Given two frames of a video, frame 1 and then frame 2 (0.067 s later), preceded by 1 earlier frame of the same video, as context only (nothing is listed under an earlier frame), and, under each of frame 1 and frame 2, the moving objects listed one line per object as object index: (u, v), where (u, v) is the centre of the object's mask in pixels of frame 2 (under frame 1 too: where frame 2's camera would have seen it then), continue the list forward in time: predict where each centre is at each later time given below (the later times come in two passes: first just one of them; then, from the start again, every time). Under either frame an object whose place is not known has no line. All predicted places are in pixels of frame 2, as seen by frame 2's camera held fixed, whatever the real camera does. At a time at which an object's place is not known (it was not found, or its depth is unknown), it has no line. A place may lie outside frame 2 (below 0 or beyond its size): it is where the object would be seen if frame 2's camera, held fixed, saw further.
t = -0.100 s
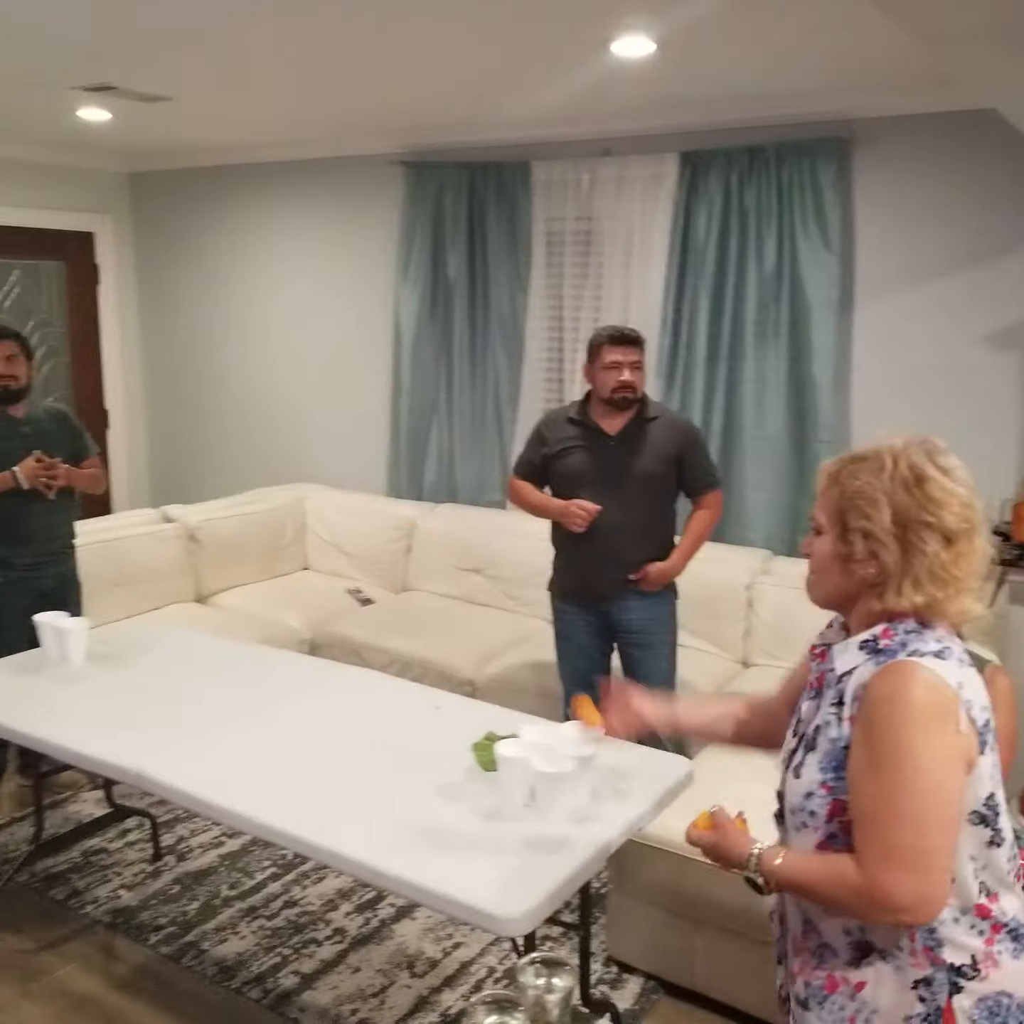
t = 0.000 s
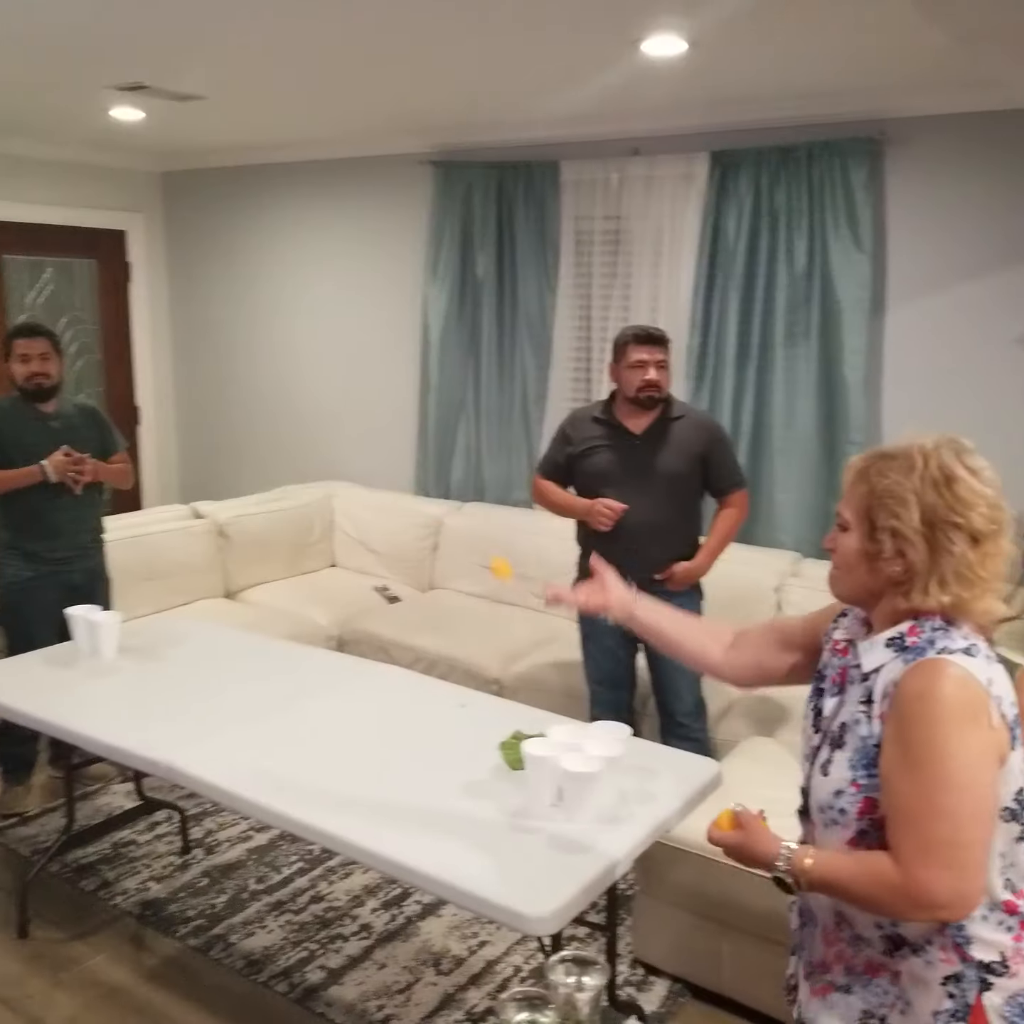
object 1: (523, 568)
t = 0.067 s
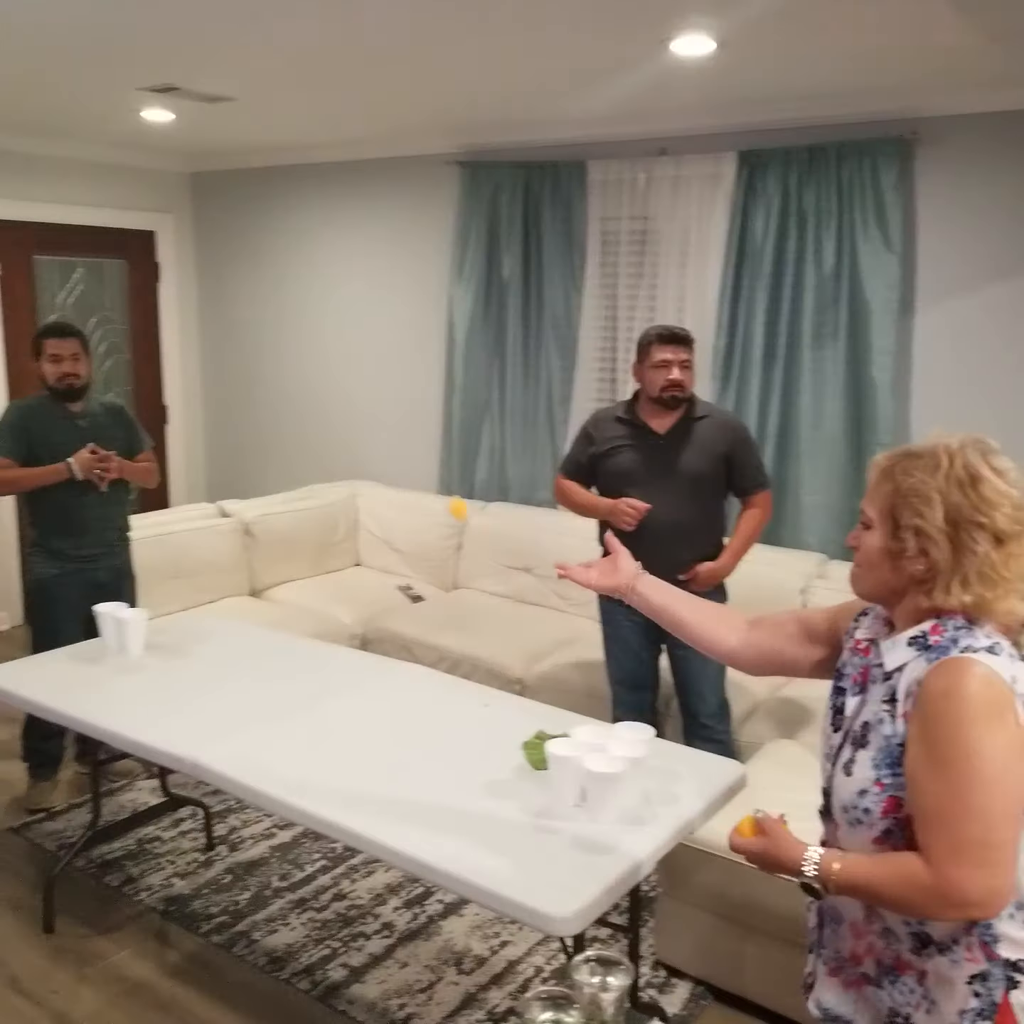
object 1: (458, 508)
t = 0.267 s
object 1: (299, 468)
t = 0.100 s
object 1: (427, 486)
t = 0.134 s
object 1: (398, 471)
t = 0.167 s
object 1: (371, 462)
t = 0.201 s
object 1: (346, 460)
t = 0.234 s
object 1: (321, 462)
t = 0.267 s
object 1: (299, 468)
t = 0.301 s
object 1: (278, 480)
